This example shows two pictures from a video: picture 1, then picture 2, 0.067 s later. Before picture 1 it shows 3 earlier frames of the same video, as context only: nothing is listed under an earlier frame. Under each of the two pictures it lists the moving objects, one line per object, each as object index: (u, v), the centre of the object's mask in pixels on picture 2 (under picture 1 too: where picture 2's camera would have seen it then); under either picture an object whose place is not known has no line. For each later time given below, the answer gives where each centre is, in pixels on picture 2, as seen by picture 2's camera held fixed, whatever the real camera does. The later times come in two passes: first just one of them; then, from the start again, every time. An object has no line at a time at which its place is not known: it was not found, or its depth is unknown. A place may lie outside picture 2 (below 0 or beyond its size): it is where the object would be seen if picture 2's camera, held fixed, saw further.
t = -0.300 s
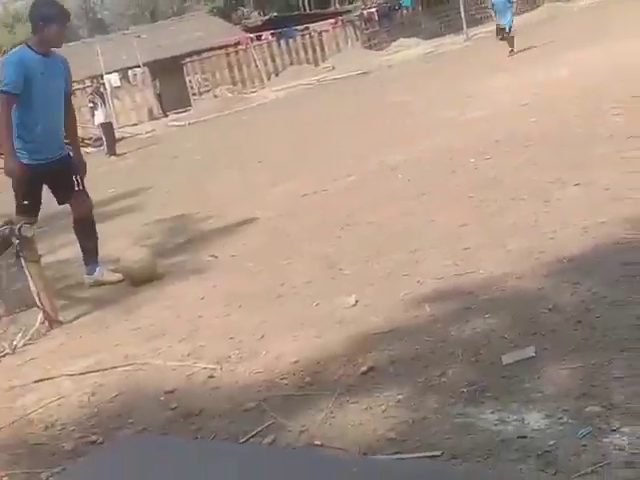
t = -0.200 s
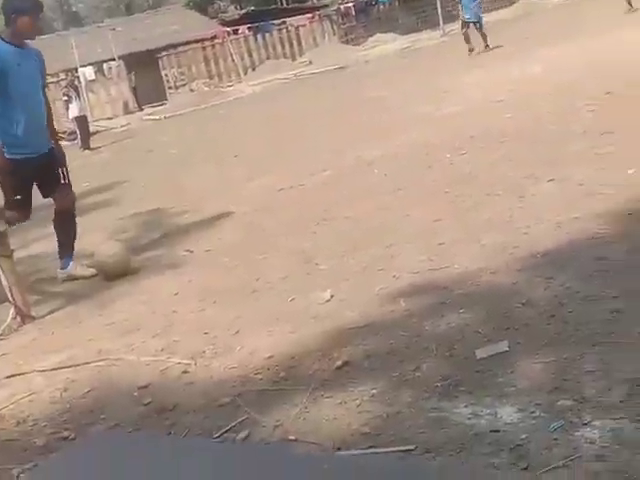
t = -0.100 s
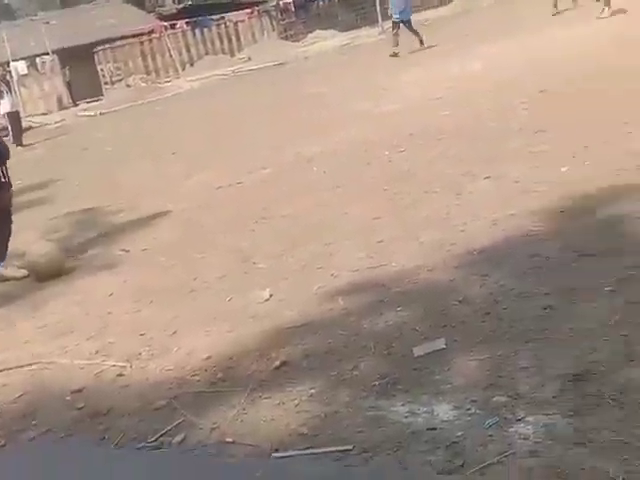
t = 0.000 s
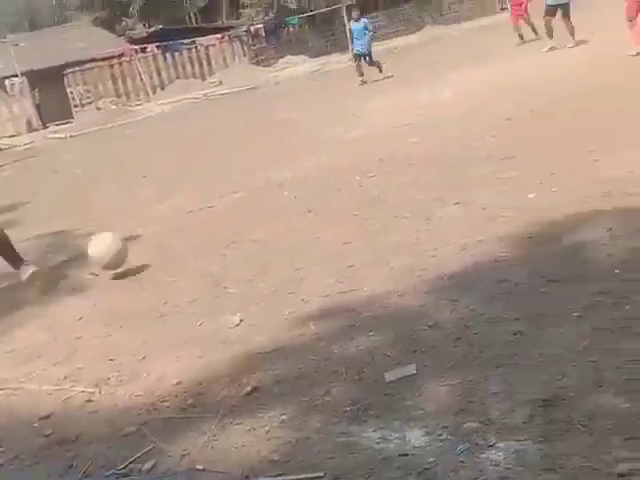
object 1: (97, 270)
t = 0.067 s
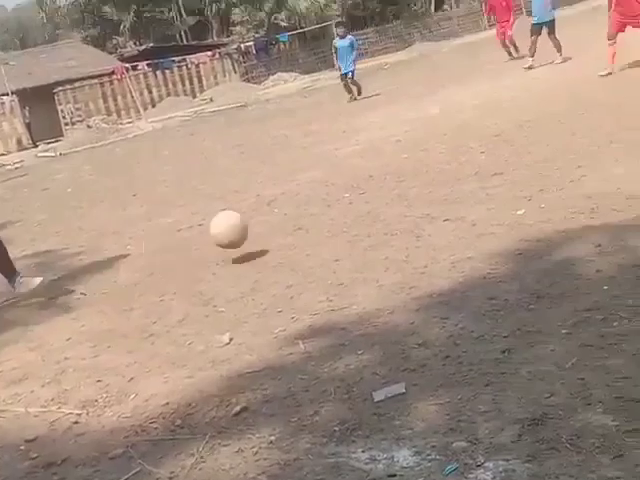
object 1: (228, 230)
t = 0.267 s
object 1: (620, 161)
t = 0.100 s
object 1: (295, 212)
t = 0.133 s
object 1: (360, 197)
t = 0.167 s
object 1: (426, 184)
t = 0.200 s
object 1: (491, 174)
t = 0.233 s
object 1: (555, 165)
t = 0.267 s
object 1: (620, 161)
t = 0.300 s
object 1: (673, 147)
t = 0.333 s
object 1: (715, 127)
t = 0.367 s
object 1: (757, 109)
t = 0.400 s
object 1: (798, 96)
